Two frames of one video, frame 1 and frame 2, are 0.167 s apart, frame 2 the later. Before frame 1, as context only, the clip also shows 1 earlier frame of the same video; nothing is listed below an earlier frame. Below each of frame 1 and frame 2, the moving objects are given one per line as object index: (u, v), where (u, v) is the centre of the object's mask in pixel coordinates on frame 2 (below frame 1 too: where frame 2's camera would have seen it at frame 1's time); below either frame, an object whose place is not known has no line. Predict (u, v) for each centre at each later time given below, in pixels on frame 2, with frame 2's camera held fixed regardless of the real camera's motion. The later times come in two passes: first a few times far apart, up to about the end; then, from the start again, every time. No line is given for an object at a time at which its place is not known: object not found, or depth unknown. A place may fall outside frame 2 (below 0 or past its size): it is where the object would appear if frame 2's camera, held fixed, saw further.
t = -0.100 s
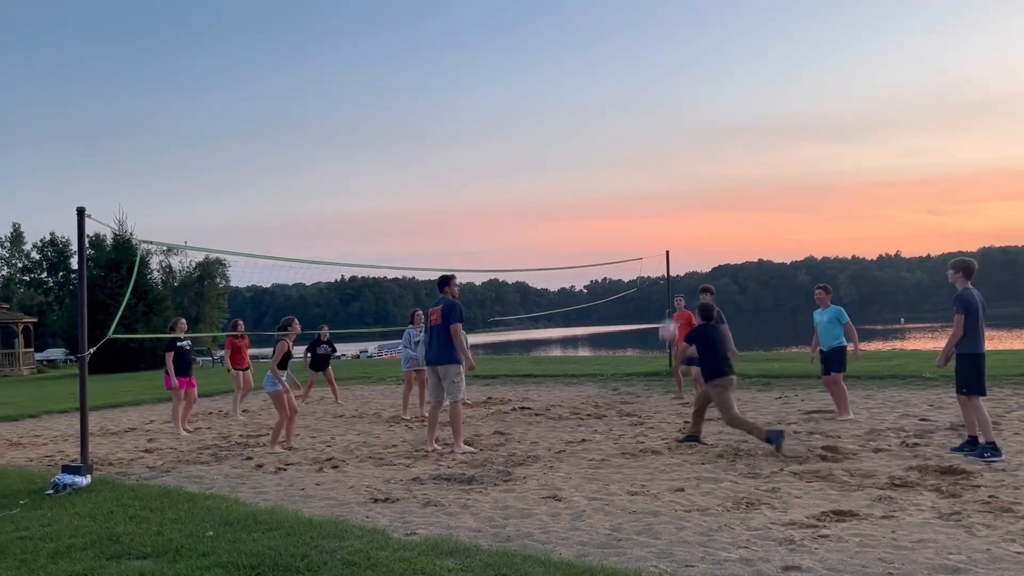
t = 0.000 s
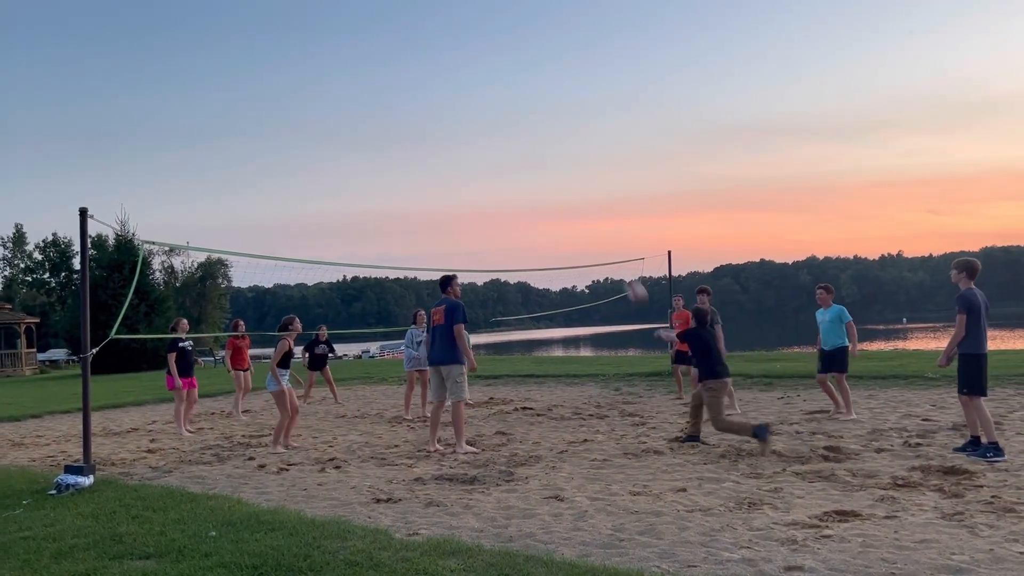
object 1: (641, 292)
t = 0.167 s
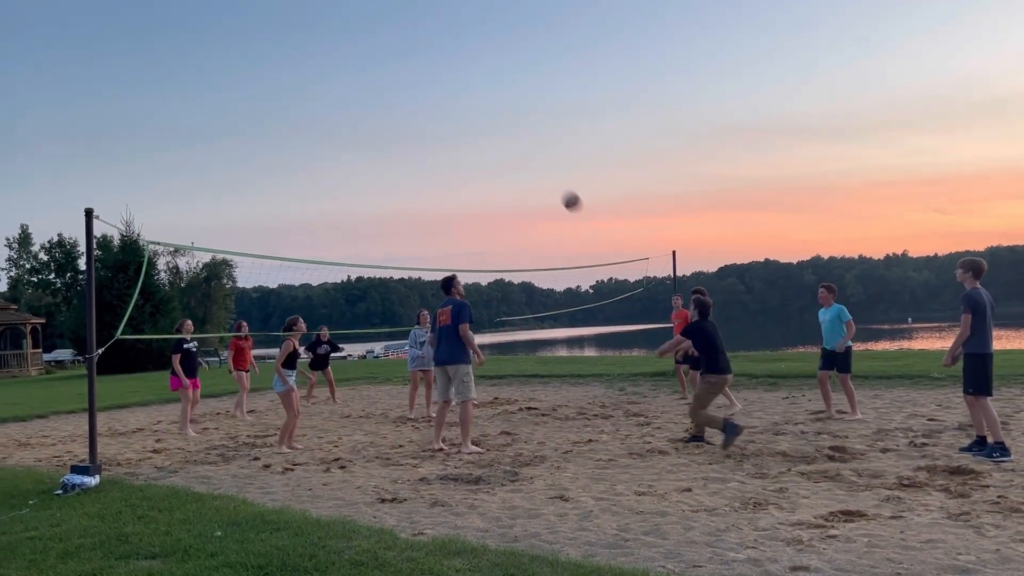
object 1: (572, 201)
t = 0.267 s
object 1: (533, 161)
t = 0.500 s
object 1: (451, 102)
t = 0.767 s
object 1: (365, 91)
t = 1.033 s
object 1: (288, 135)
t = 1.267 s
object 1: (226, 216)
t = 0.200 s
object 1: (558, 186)
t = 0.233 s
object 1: (546, 173)
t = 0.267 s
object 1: (533, 161)
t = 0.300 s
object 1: (521, 149)
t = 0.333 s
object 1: (509, 139)
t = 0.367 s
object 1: (497, 130)
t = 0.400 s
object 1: (485, 121)
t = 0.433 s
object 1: (474, 114)
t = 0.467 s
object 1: (463, 107)
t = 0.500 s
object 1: (451, 102)
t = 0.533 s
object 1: (440, 97)
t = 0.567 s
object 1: (429, 94)
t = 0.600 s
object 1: (418, 91)
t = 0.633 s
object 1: (407, 89)
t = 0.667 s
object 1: (397, 88)
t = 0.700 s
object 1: (386, 88)
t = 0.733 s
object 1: (376, 89)
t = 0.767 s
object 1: (365, 91)
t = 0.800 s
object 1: (355, 93)
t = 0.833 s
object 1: (345, 97)
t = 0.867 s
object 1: (336, 101)
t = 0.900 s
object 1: (326, 106)
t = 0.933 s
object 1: (316, 112)
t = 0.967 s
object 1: (306, 119)
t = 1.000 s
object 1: (297, 126)
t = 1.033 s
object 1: (288, 135)
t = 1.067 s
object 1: (279, 144)
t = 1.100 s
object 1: (269, 154)
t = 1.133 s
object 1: (260, 165)
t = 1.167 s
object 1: (251, 177)
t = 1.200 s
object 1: (243, 189)
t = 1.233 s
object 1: (235, 202)
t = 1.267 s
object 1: (226, 216)
